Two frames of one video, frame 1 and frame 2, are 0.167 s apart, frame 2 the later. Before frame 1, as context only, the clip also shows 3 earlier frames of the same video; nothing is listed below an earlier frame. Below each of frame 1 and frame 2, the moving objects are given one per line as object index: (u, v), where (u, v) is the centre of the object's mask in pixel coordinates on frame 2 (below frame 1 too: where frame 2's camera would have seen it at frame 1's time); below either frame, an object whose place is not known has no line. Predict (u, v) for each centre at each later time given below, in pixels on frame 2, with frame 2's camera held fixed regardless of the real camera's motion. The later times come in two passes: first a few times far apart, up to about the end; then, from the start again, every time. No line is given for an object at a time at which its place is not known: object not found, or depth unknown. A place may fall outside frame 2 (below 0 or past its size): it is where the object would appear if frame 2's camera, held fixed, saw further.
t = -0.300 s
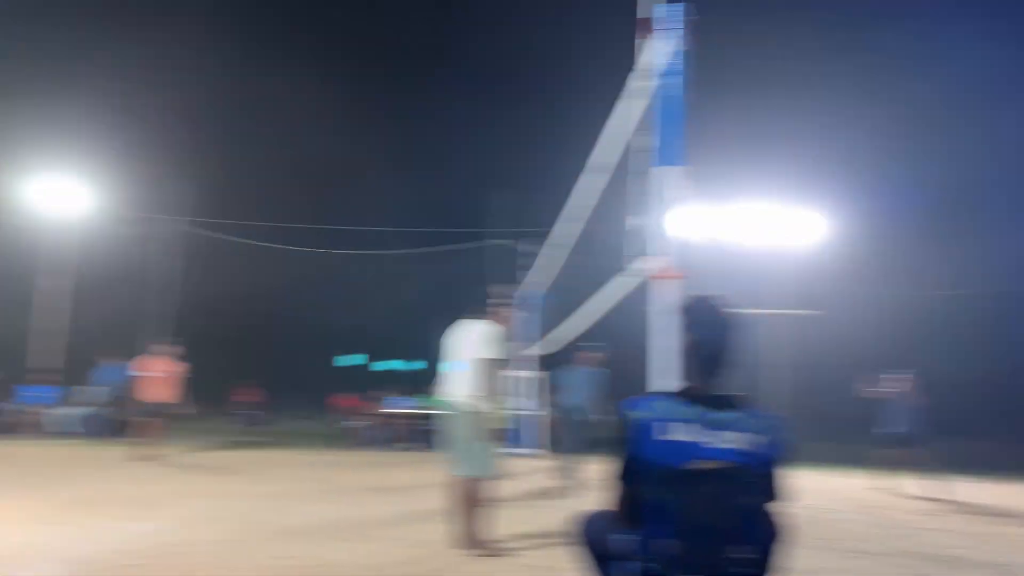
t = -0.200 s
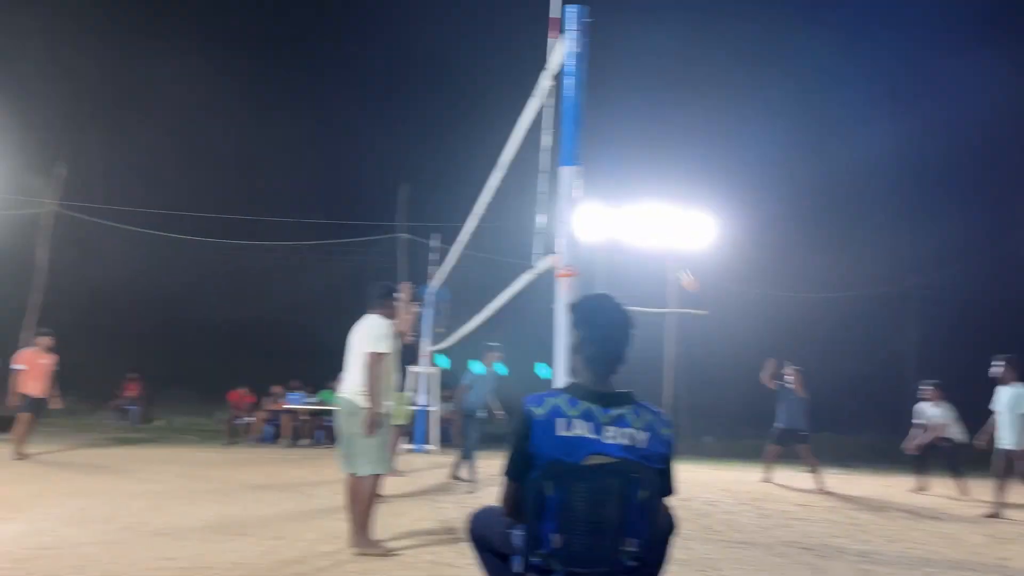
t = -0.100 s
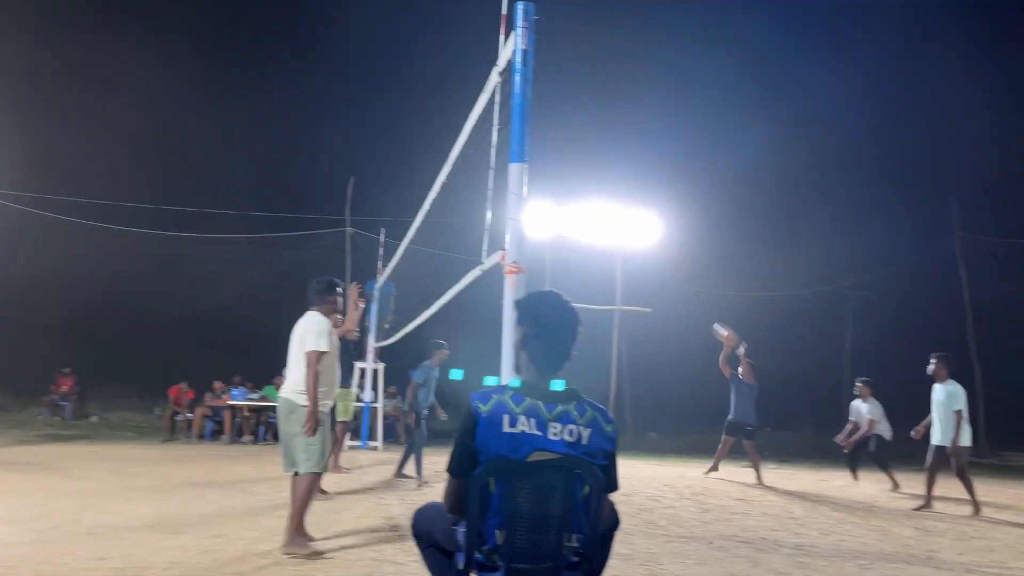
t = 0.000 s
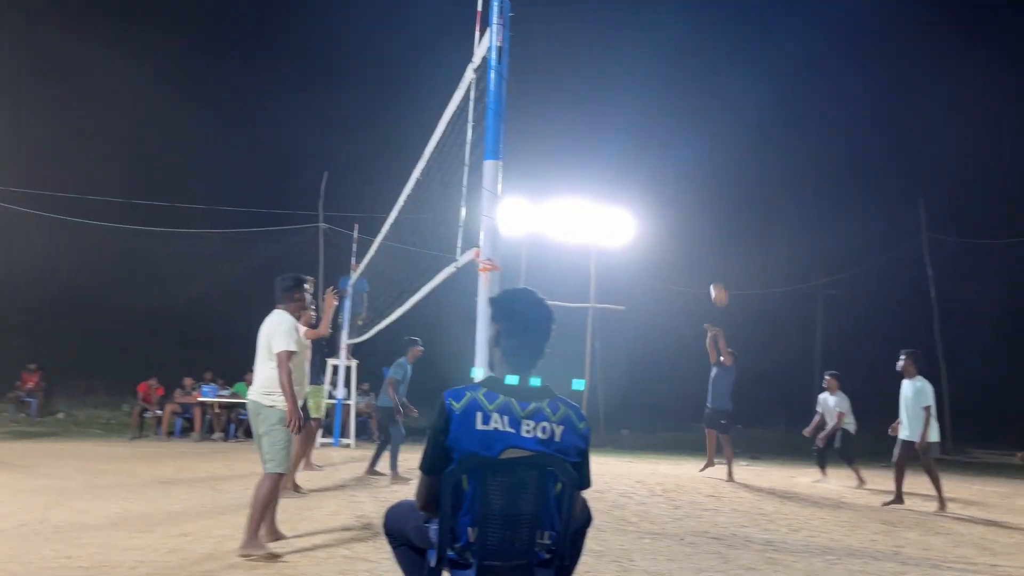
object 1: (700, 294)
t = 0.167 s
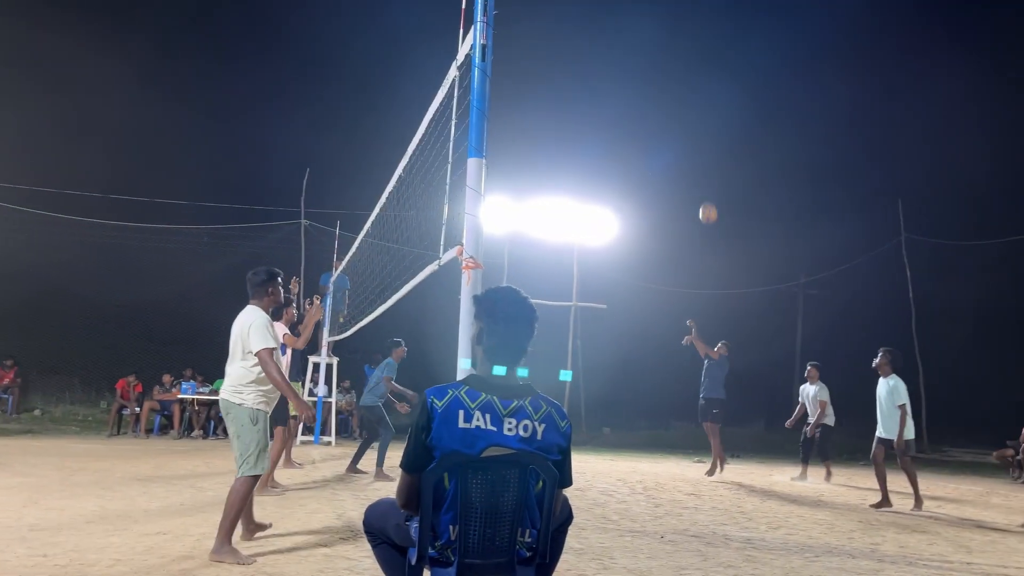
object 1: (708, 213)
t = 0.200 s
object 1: (710, 199)
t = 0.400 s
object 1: (720, 131)
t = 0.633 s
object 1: (732, 86)
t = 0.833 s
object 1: (743, 79)
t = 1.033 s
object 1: (754, 105)
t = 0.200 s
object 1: (710, 199)
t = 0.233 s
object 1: (712, 186)
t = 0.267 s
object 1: (713, 174)
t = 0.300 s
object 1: (715, 162)
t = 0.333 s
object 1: (717, 151)
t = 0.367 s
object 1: (718, 140)
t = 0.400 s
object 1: (720, 131)
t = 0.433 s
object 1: (722, 122)
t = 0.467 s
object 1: (724, 114)
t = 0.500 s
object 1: (725, 107)
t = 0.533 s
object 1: (727, 101)
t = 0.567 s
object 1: (728, 95)
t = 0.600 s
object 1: (730, 90)
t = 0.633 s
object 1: (732, 86)
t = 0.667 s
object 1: (734, 82)
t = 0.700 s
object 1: (736, 80)
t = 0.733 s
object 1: (737, 79)
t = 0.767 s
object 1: (739, 78)
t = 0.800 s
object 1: (741, 78)
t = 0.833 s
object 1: (743, 79)
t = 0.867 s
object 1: (745, 81)
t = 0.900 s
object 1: (747, 84)
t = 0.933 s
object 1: (748, 88)
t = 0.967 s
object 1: (750, 93)
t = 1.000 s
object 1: (752, 98)
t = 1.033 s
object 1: (754, 105)
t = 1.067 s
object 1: (756, 113)
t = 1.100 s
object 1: (758, 122)
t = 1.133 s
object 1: (760, 132)
